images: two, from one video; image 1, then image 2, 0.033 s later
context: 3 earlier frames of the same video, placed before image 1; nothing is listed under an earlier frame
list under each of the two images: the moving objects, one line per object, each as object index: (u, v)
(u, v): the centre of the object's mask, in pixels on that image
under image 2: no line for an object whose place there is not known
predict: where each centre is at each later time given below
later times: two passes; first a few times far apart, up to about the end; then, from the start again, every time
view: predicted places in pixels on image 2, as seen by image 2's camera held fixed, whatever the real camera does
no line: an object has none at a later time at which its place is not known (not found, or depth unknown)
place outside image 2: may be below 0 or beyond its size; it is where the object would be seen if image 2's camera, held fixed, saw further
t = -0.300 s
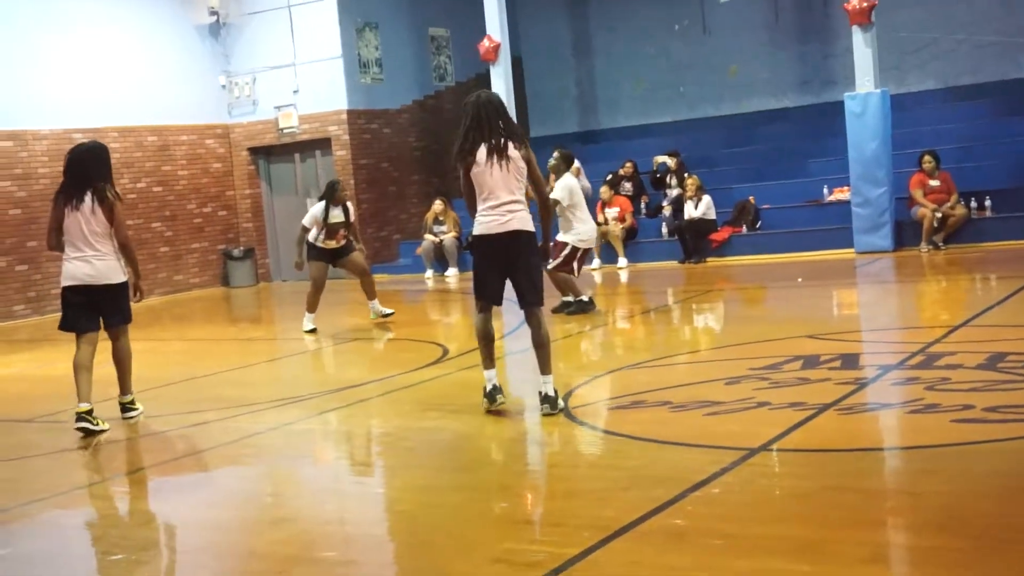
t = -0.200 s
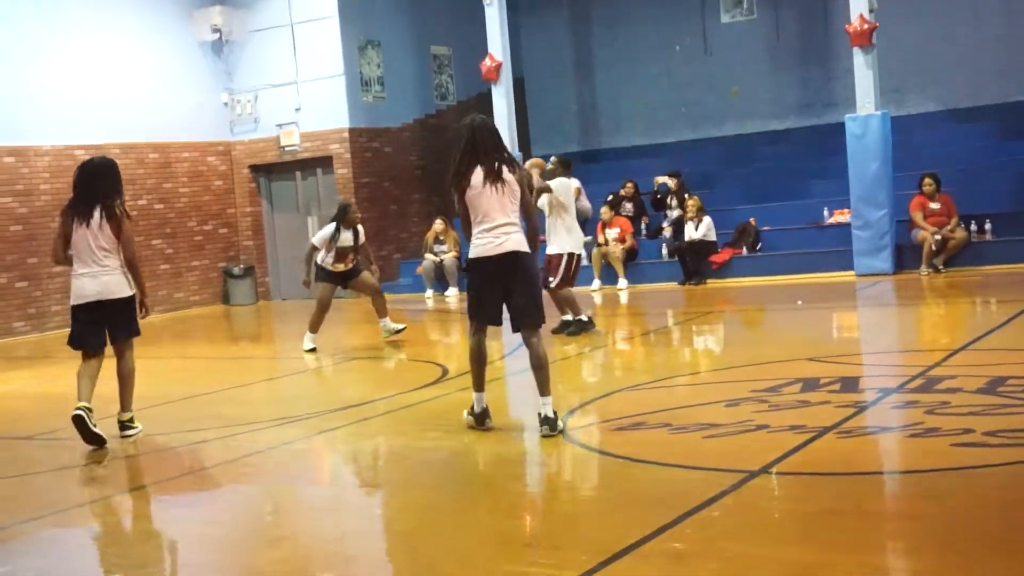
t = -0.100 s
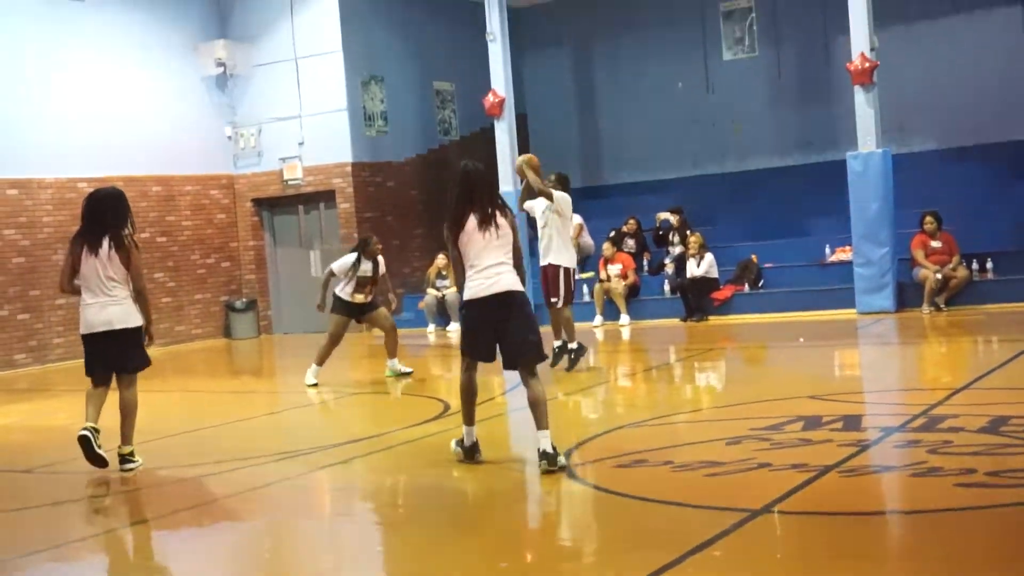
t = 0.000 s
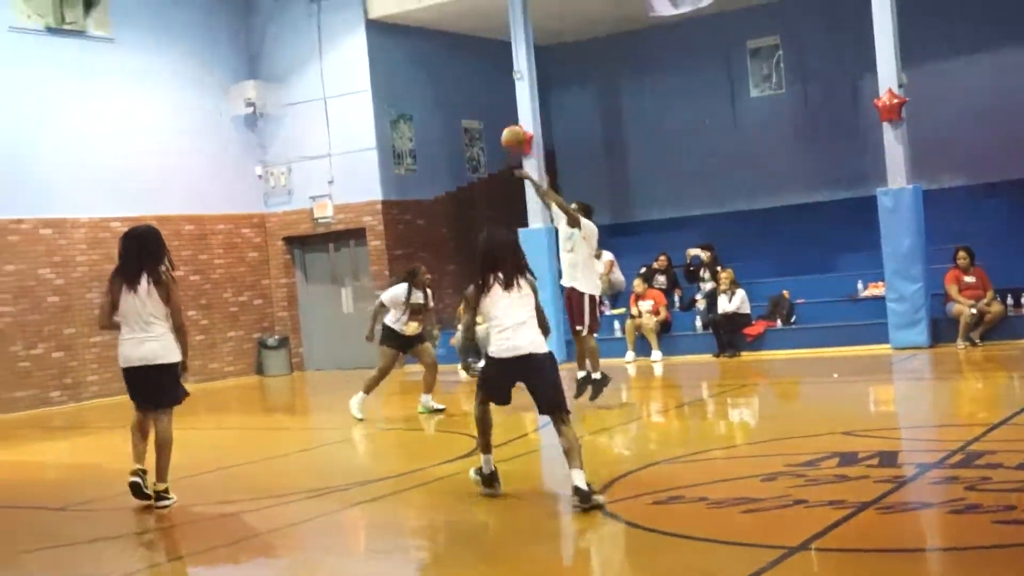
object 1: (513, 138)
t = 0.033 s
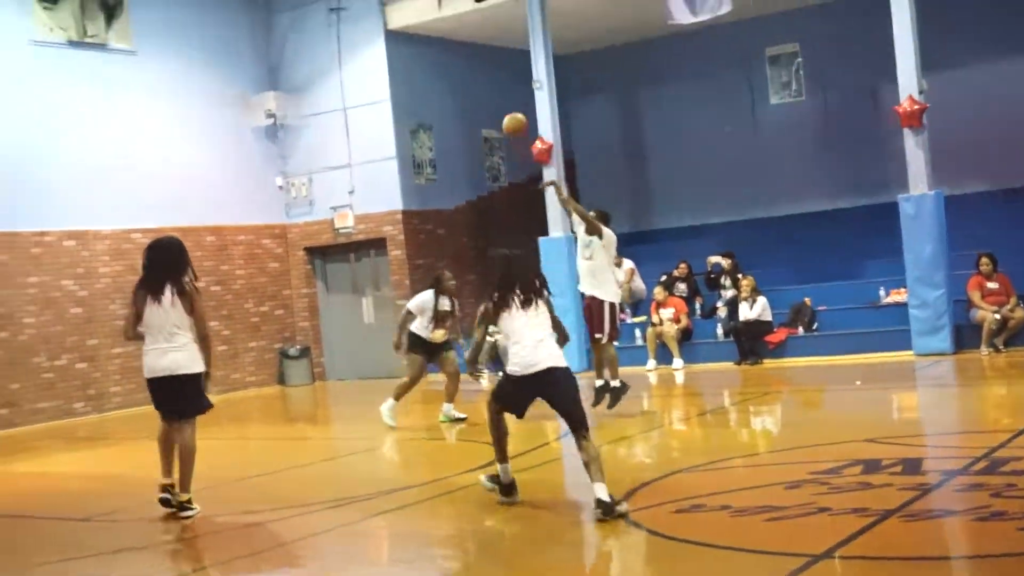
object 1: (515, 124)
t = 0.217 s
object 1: (420, 26)
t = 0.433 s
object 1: (312, -54)
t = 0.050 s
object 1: (505, 114)
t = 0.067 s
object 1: (496, 102)
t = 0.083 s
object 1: (487, 92)
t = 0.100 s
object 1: (478, 84)
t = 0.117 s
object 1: (469, 75)
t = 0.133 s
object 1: (461, 66)
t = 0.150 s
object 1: (452, 57)
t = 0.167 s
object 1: (444, 49)
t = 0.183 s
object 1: (436, 41)
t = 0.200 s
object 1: (427, 33)
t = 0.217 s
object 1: (420, 26)
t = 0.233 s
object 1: (411, 17)
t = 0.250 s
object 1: (402, 9)
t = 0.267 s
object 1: (394, 1)
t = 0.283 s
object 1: (386, -5)
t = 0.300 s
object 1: (378, -12)
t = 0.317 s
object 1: (370, -18)
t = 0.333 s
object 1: (362, -24)
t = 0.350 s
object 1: (354, -30)
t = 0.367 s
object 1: (345, -35)
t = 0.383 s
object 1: (337, -40)
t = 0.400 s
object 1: (329, -45)
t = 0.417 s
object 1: (321, -50)
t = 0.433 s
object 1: (312, -54)
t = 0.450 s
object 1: (304, -59)
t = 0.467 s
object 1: (296, -63)
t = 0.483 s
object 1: (288, -67)
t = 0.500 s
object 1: (280, -71)
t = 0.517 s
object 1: (272, -74)
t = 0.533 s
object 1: (263, -77)
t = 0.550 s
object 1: (255, -79)
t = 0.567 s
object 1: (246, -81)
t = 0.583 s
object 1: (238, -84)
